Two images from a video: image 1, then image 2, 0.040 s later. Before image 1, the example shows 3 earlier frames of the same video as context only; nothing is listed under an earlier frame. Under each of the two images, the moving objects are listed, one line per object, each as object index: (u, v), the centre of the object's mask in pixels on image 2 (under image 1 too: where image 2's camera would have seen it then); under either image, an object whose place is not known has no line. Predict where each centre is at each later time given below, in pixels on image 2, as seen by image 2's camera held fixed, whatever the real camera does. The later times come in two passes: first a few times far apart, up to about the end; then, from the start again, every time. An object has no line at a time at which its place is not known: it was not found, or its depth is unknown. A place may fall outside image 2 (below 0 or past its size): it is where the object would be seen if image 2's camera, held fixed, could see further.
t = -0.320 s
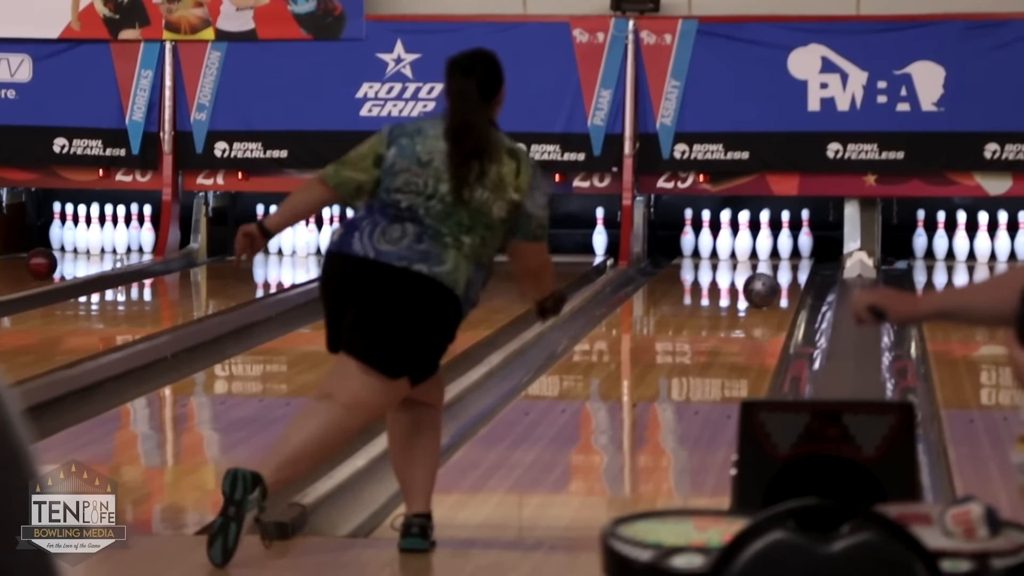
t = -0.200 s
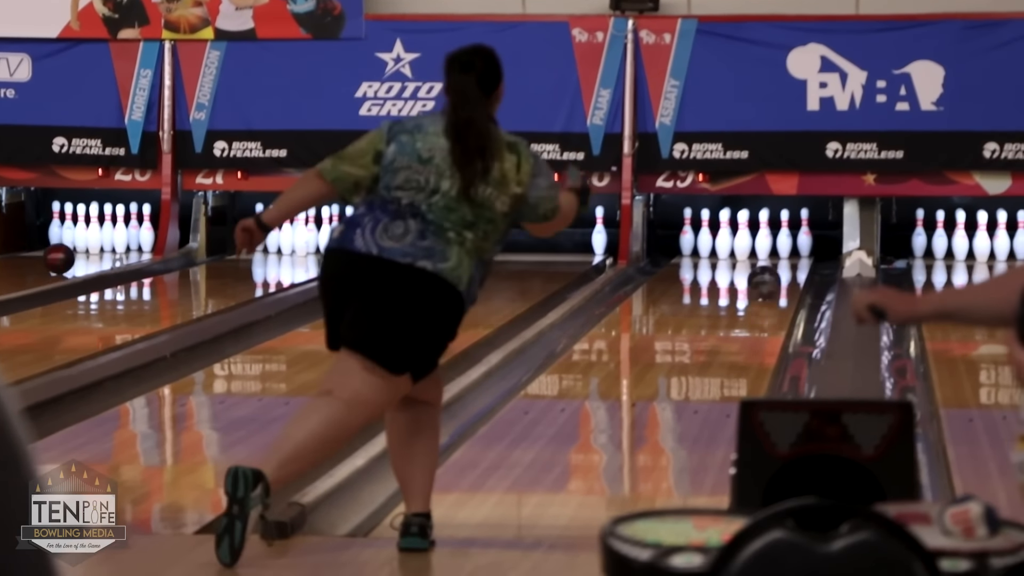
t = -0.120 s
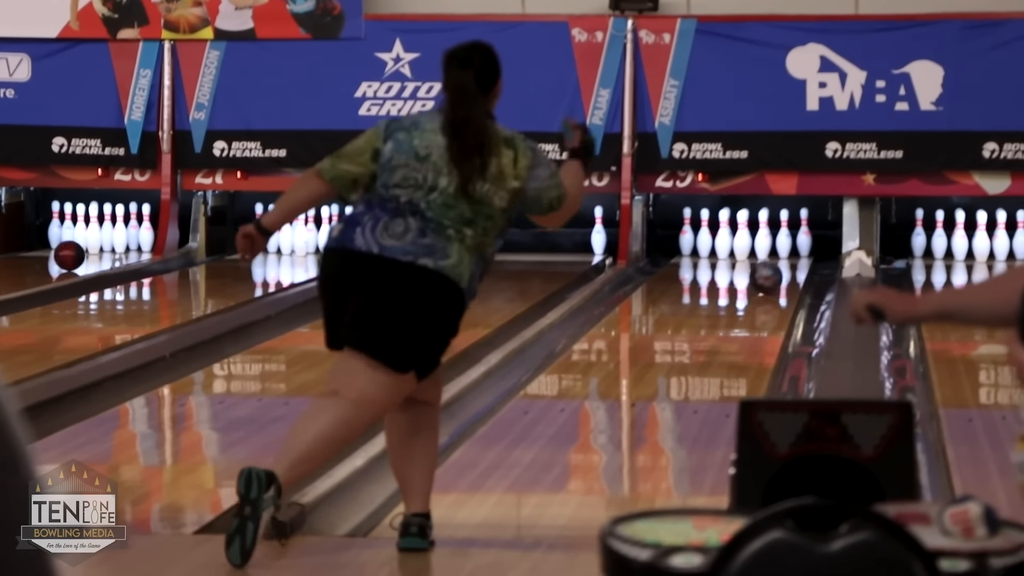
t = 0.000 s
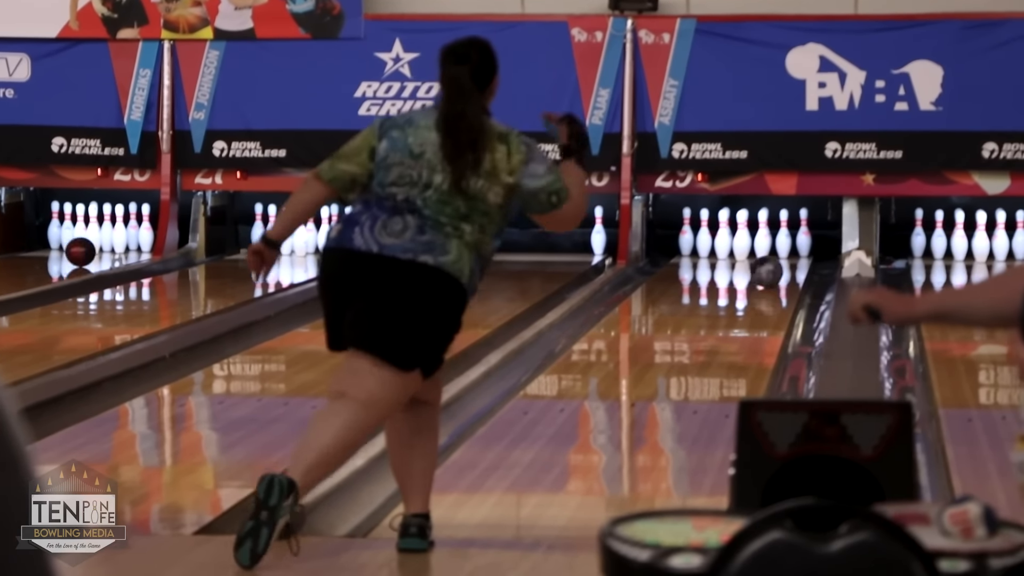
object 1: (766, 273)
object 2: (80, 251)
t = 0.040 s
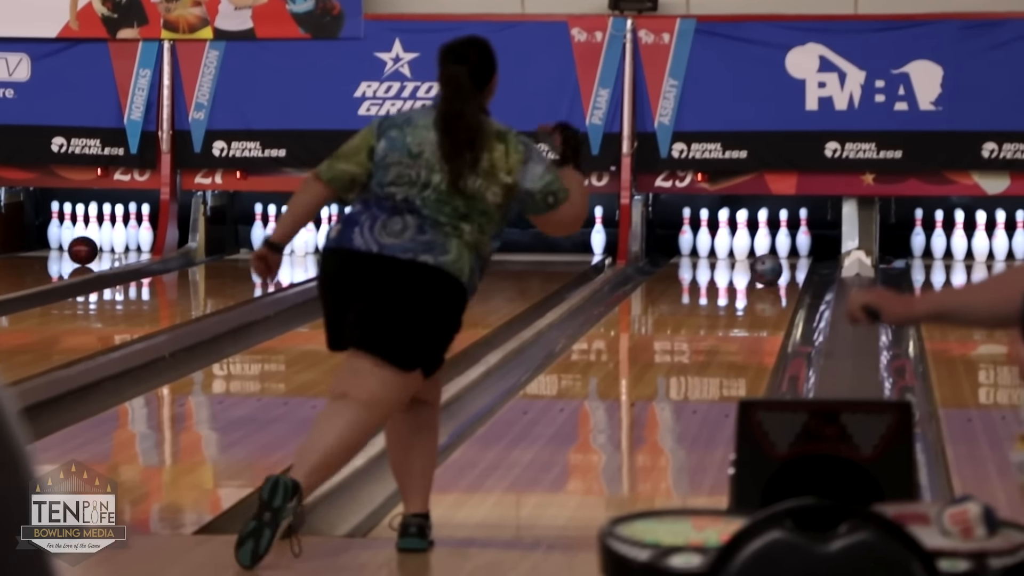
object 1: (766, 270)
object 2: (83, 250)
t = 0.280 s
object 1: (761, 259)
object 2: (101, 243)
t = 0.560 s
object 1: (746, 249)
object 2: (128, 238)
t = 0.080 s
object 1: (766, 268)
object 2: (87, 249)
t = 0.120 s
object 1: (765, 266)
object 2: (89, 248)
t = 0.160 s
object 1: (765, 264)
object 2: (93, 247)
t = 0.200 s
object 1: (764, 262)
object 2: (95, 246)
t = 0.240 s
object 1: (763, 261)
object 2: (98, 245)
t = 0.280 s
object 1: (761, 259)
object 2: (101, 243)
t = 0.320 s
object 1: (759, 258)
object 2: (103, 242)
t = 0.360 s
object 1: (757, 256)
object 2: (108, 241)
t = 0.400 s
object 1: (755, 255)
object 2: (113, 240)
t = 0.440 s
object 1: (753, 254)
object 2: (116, 240)
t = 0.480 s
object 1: (750, 252)
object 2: (121, 239)
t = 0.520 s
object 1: (748, 251)
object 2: (124, 239)
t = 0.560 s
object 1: (746, 249)
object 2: (128, 238)
